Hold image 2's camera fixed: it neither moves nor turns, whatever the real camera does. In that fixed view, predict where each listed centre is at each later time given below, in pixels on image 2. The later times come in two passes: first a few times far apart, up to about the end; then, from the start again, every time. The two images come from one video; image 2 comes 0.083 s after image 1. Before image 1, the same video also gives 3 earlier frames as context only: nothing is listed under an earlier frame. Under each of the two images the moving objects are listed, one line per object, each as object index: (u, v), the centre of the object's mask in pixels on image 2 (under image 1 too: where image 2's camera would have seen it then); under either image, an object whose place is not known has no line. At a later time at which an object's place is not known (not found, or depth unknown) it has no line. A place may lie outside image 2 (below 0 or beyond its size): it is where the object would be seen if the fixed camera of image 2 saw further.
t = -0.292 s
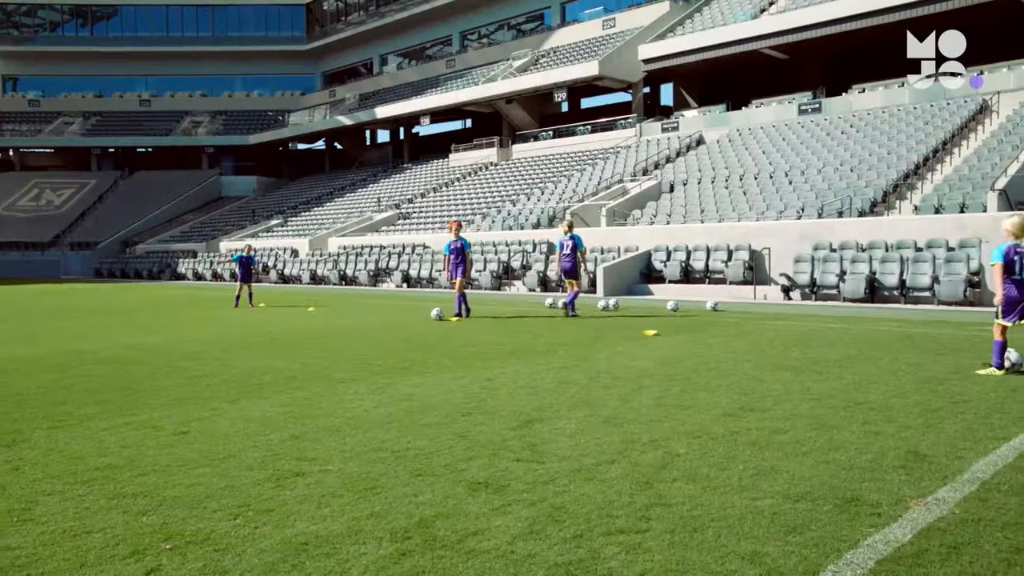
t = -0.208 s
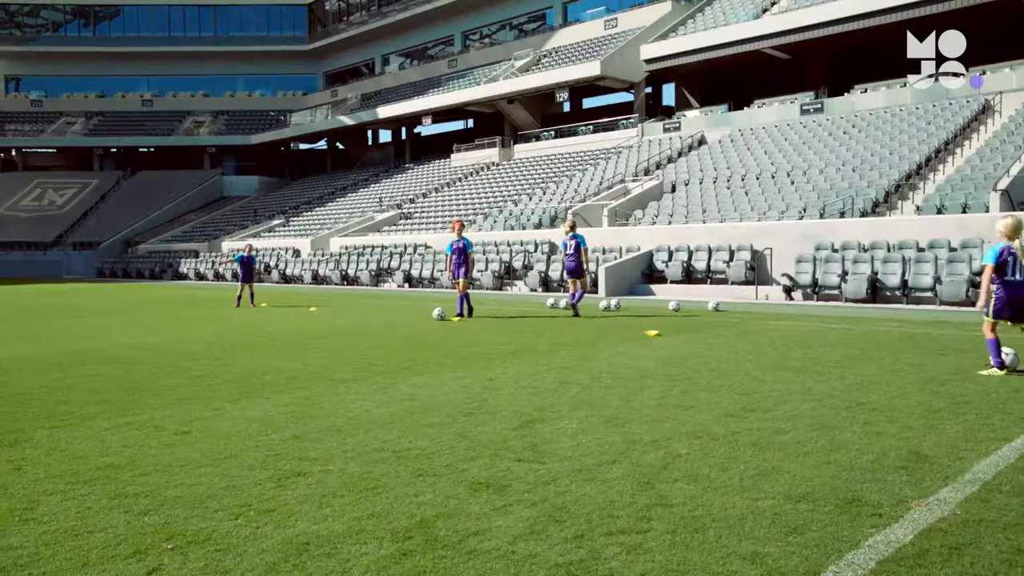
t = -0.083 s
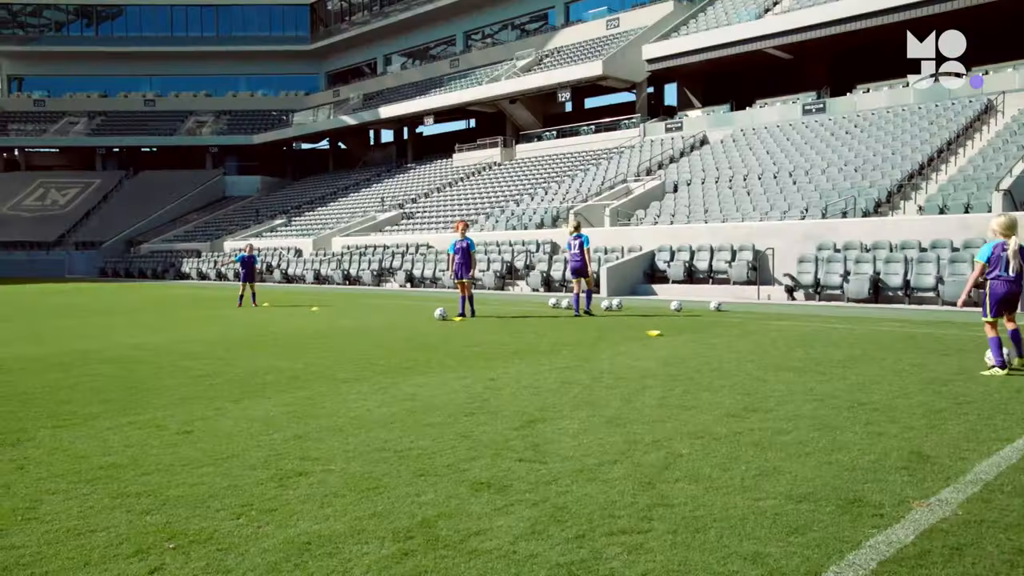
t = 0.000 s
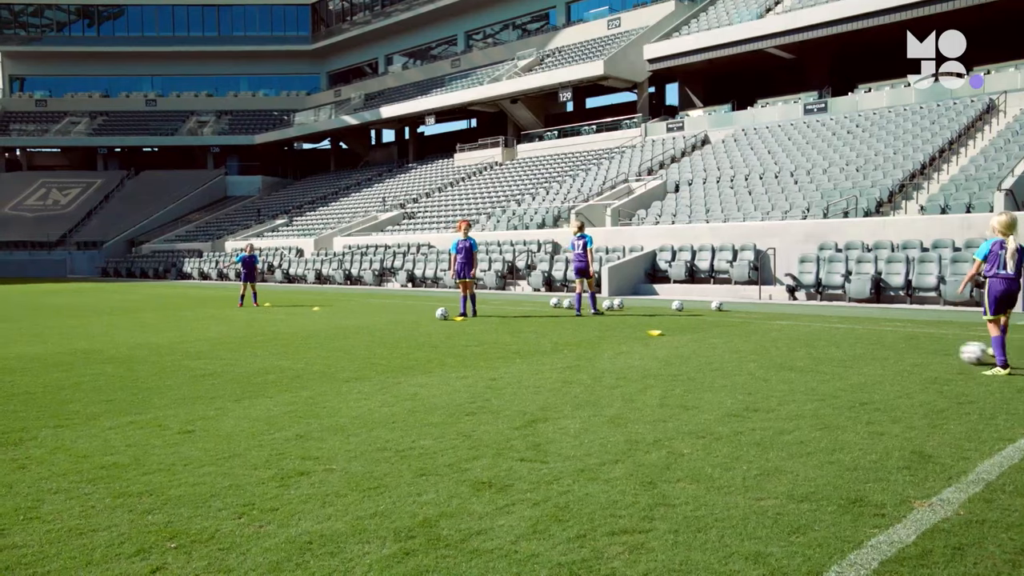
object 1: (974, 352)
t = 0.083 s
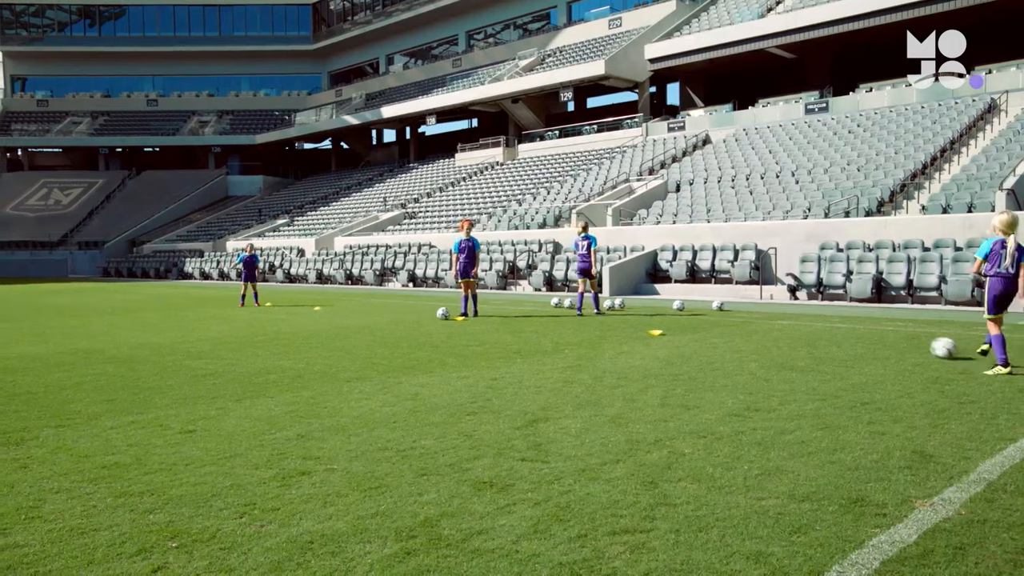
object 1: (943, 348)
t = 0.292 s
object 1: (886, 339)
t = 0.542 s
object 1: (844, 332)
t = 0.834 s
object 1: (809, 326)
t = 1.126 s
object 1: (782, 321)
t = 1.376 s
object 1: (763, 318)
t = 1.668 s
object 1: (745, 315)
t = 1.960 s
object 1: (730, 312)
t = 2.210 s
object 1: (718, 310)
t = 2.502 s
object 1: (707, 309)
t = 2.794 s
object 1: (697, 308)
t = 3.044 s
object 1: (692, 307)
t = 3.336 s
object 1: (687, 306)
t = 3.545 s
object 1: (686, 306)
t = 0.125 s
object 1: (929, 345)
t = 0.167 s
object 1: (917, 344)
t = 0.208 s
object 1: (905, 342)
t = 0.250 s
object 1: (895, 340)
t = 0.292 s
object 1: (886, 339)
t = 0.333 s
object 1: (877, 338)
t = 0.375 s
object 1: (870, 336)
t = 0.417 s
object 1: (863, 335)
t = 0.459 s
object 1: (856, 335)
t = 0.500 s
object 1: (850, 334)
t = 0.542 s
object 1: (844, 332)
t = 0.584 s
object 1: (839, 331)
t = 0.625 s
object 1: (833, 330)
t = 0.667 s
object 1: (828, 330)
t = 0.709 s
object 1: (823, 329)
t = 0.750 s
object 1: (818, 328)
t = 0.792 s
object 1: (813, 327)
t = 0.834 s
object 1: (809, 326)
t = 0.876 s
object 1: (805, 326)
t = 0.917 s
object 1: (801, 325)
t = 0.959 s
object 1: (797, 324)
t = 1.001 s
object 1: (793, 324)
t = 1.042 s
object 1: (789, 323)
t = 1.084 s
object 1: (785, 322)
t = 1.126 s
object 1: (782, 321)
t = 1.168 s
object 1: (779, 321)
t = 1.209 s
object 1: (775, 321)
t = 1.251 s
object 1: (772, 320)
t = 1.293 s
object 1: (769, 319)
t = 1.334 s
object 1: (766, 319)
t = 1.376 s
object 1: (763, 318)
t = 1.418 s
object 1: (760, 318)
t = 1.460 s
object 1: (757, 317)
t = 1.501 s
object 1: (755, 317)
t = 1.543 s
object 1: (753, 316)
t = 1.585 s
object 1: (750, 316)
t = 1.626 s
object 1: (748, 316)
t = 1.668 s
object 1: (745, 315)
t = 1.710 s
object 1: (743, 315)
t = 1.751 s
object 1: (740, 314)
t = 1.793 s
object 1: (738, 314)
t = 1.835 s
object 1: (736, 314)
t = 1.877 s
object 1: (733, 313)
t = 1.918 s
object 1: (732, 313)
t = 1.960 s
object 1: (730, 312)
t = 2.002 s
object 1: (728, 312)
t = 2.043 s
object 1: (726, 312)
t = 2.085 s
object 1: (724, 312)
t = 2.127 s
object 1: (722, 311)
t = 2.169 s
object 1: (720, 311)
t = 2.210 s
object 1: (718, 310)
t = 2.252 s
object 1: (717, 310)
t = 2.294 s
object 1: (716, 310)
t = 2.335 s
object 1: (714, 310)
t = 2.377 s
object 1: (712, 310)
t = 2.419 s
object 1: (711, 310)
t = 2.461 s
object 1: (709, 310)
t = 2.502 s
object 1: (707, 309)
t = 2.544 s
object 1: (706, 309)
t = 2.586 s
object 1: (704, 309)
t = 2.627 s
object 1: (703, 309)
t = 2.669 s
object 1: (701, 308)
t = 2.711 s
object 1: (700, 308)
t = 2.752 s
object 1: (698, 308)
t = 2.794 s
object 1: (697, 308)
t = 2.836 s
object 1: (697, 307)
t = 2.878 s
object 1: (695, 307)
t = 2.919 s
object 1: (694, 307)
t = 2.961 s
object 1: (693, 307)
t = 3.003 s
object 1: (692, 307)
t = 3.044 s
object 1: (692, 307)
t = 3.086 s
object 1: (691, 307)
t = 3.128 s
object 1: (690, 307)
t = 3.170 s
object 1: (689, 307)
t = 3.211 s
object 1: (688, 307)
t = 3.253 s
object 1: (688, 307)
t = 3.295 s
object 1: (687, 306)
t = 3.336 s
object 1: (687, 306)
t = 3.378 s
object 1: (686, 306)
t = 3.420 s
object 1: (686, 306)
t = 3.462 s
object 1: (686, 306)
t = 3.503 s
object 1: (686, 307)
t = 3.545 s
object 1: (686, 306)
